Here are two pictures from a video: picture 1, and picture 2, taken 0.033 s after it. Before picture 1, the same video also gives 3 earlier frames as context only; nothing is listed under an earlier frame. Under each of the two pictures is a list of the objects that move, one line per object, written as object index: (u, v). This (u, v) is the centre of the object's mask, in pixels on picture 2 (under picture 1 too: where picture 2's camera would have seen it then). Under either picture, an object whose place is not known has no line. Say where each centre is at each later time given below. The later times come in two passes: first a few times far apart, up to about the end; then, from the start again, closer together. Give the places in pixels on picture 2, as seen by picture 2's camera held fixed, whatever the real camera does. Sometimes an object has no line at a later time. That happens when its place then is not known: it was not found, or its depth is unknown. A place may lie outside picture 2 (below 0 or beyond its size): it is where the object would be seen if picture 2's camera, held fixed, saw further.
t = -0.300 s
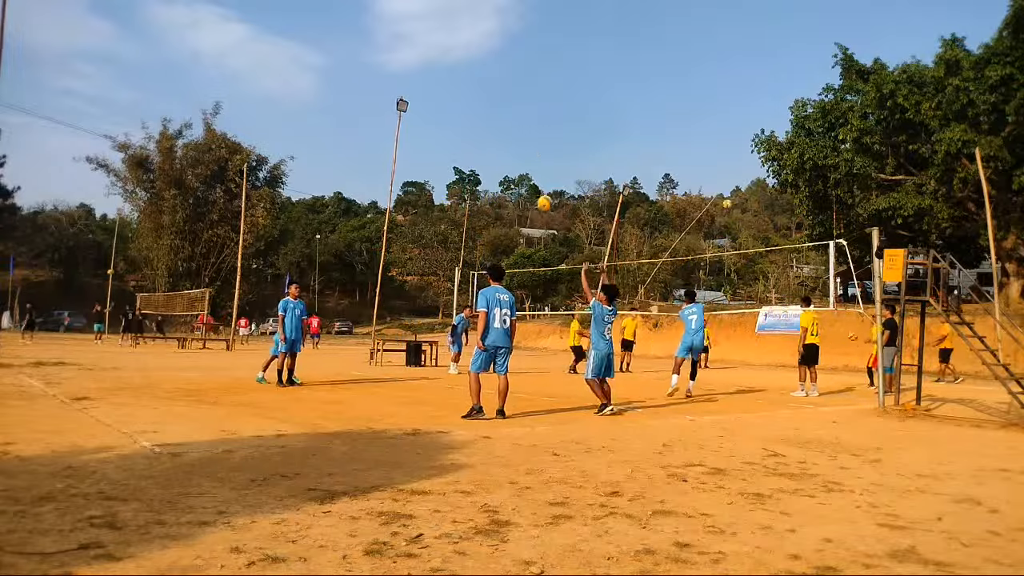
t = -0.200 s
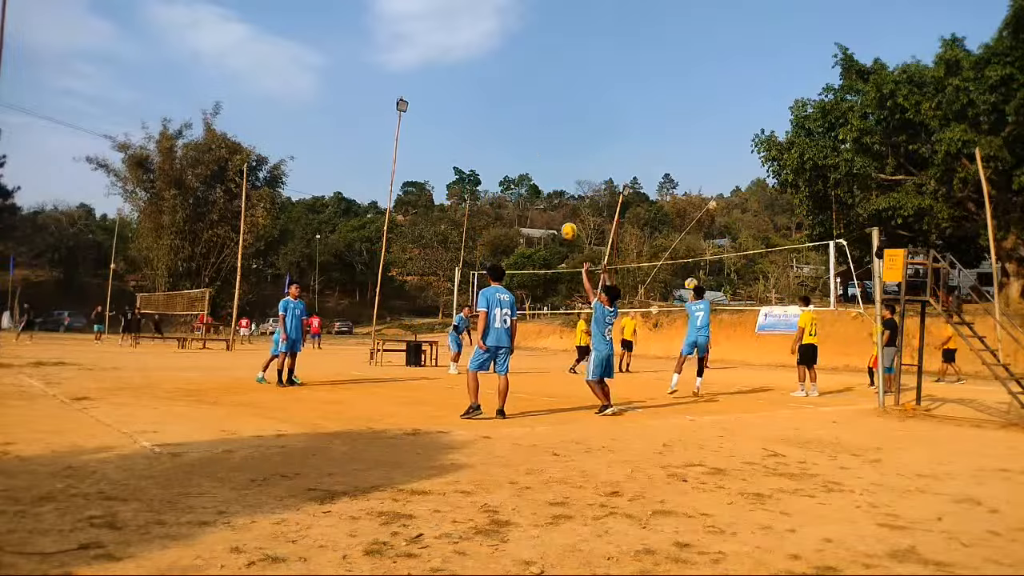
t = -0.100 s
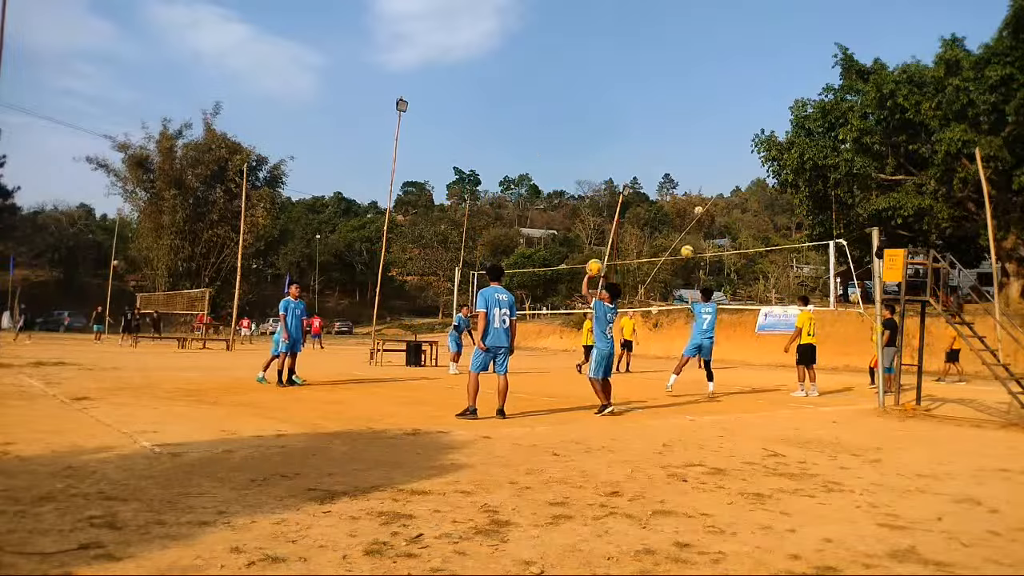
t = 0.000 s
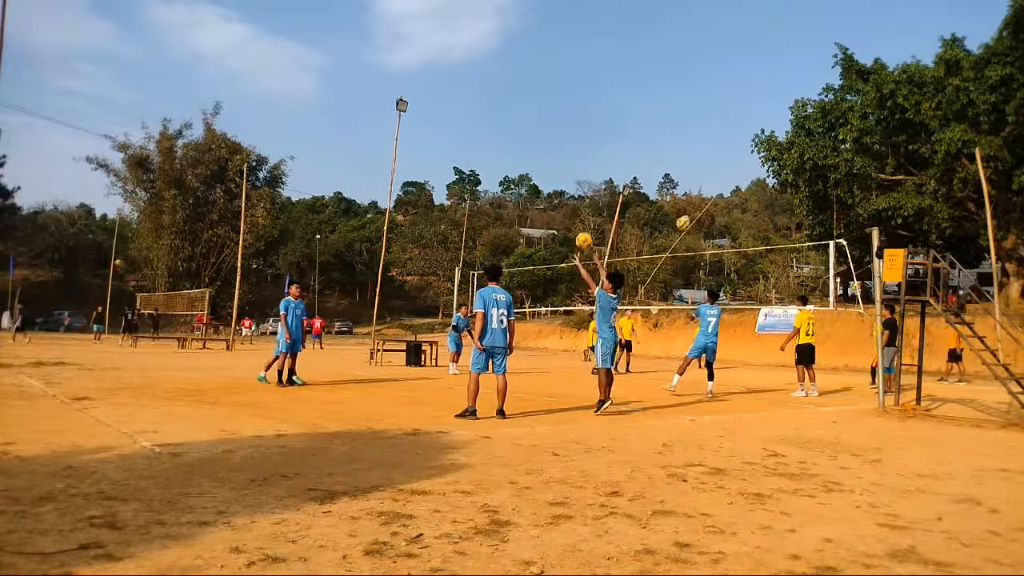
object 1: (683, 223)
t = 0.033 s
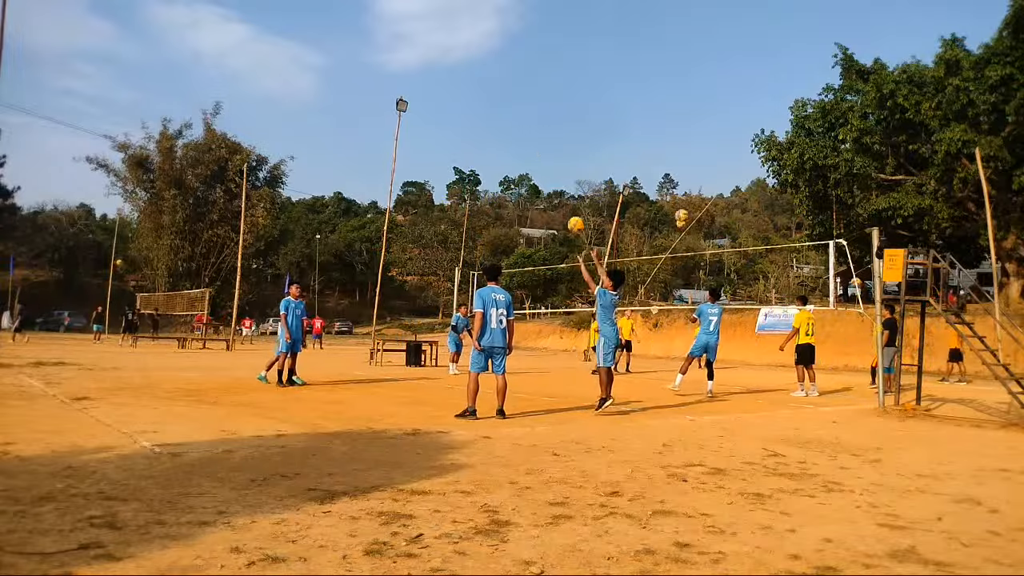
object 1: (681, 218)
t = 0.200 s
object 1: (674, 184)
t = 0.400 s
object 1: (666, 169)
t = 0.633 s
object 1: (655, 179)
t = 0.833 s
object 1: (645, 217)
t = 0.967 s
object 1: (638, 257)
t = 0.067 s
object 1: (680, 208)
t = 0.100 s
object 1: (678, 202)
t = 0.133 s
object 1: (676, 195)
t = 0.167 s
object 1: (676, 189)
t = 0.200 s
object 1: (674, 184)
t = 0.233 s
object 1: (673, 181)
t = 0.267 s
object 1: (672, 177)
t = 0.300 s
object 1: (671, 174)
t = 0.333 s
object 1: (669, 171)
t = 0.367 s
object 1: (668, 169)
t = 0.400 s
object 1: (666, 169)
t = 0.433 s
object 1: (665, 168)
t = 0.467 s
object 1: (663, 168)
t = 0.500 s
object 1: (662, 169)
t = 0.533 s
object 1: (660, 170)
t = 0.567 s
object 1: (659, 172)
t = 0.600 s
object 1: (658, 175)
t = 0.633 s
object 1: (655, 179)
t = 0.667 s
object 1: (653, 184)
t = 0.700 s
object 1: (652, 188)
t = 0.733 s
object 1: (650, 194)
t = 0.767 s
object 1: (648, 201)
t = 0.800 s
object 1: (647, 208)
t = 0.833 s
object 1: (645, 217)
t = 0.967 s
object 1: (638, 257)
